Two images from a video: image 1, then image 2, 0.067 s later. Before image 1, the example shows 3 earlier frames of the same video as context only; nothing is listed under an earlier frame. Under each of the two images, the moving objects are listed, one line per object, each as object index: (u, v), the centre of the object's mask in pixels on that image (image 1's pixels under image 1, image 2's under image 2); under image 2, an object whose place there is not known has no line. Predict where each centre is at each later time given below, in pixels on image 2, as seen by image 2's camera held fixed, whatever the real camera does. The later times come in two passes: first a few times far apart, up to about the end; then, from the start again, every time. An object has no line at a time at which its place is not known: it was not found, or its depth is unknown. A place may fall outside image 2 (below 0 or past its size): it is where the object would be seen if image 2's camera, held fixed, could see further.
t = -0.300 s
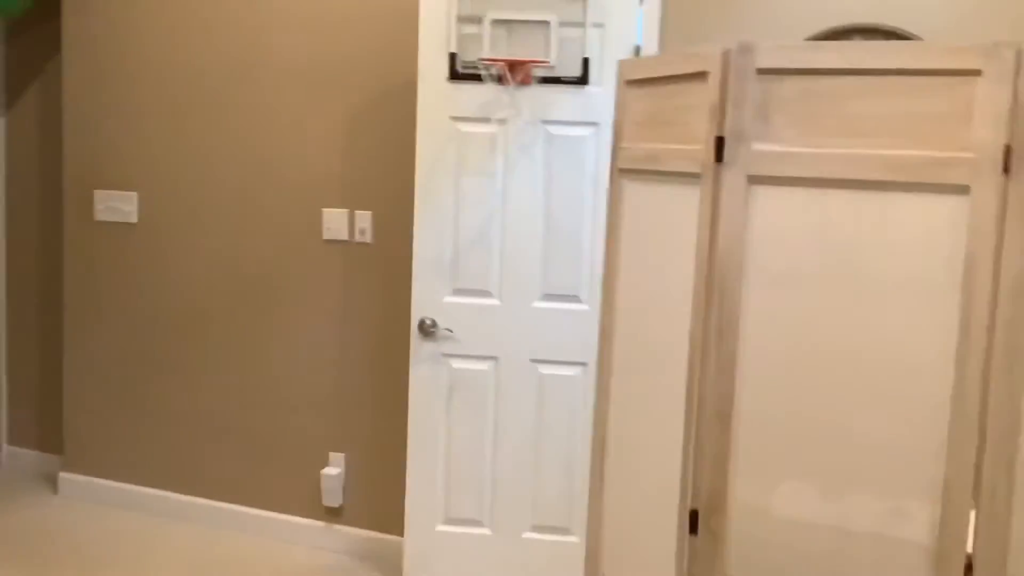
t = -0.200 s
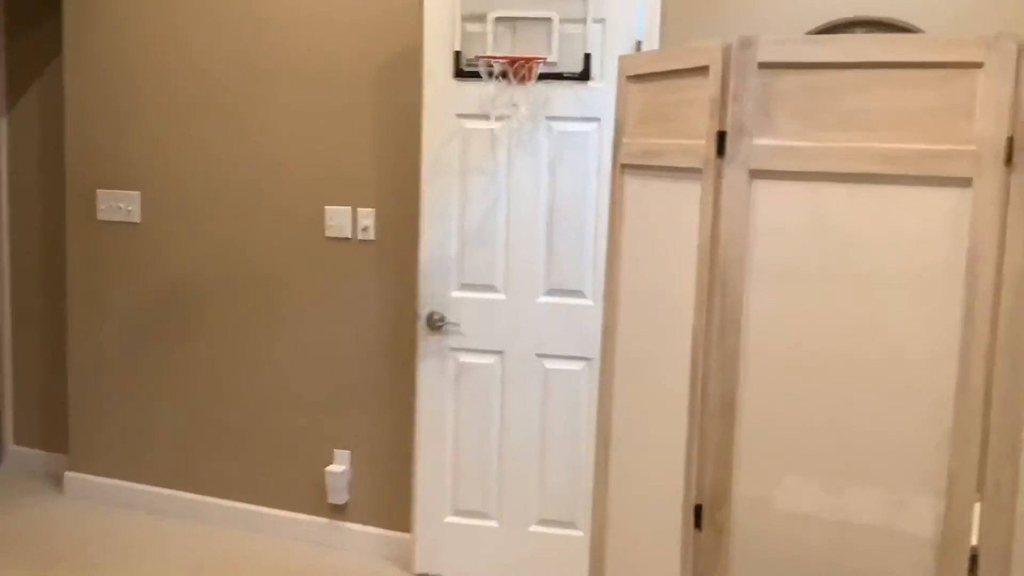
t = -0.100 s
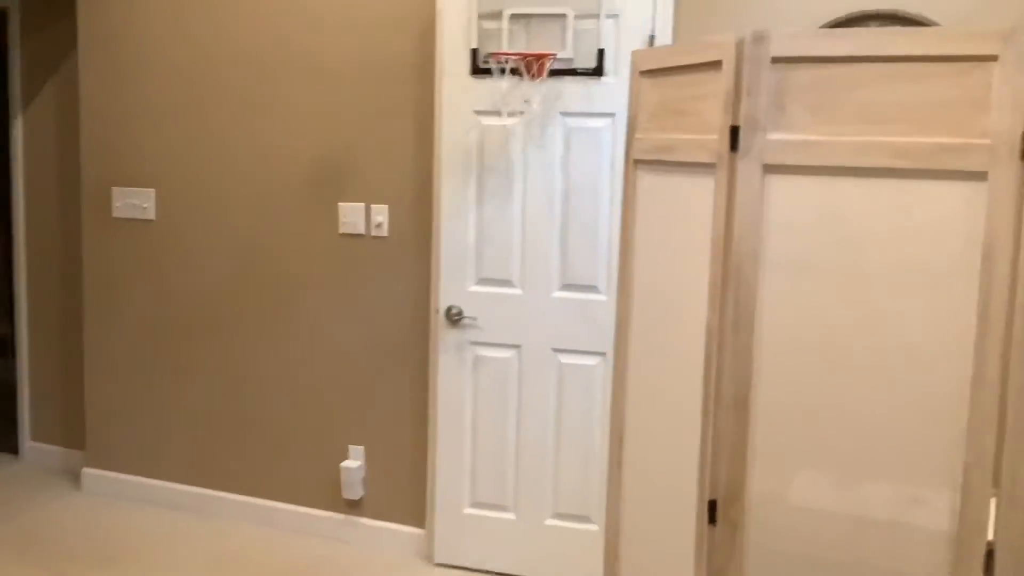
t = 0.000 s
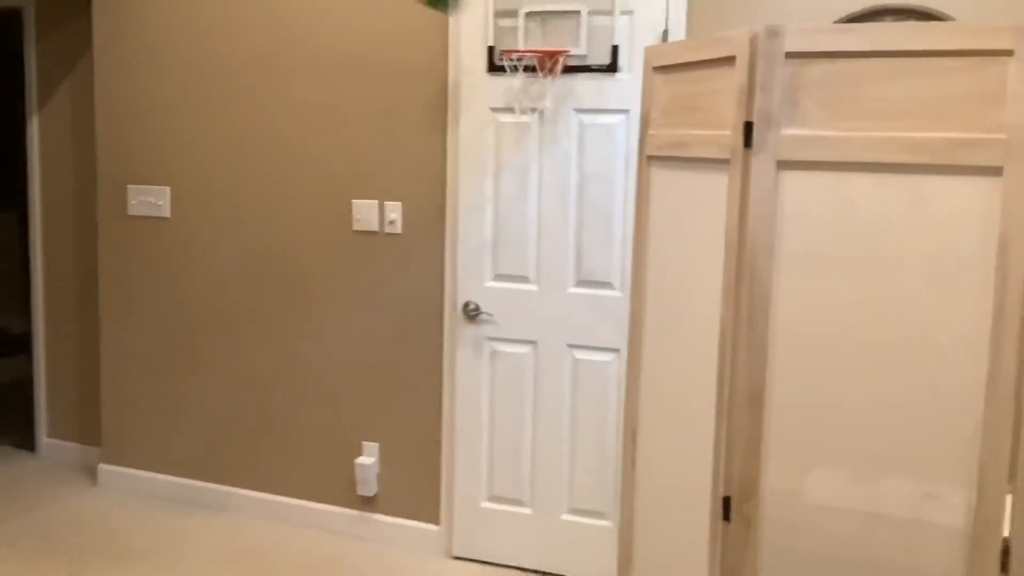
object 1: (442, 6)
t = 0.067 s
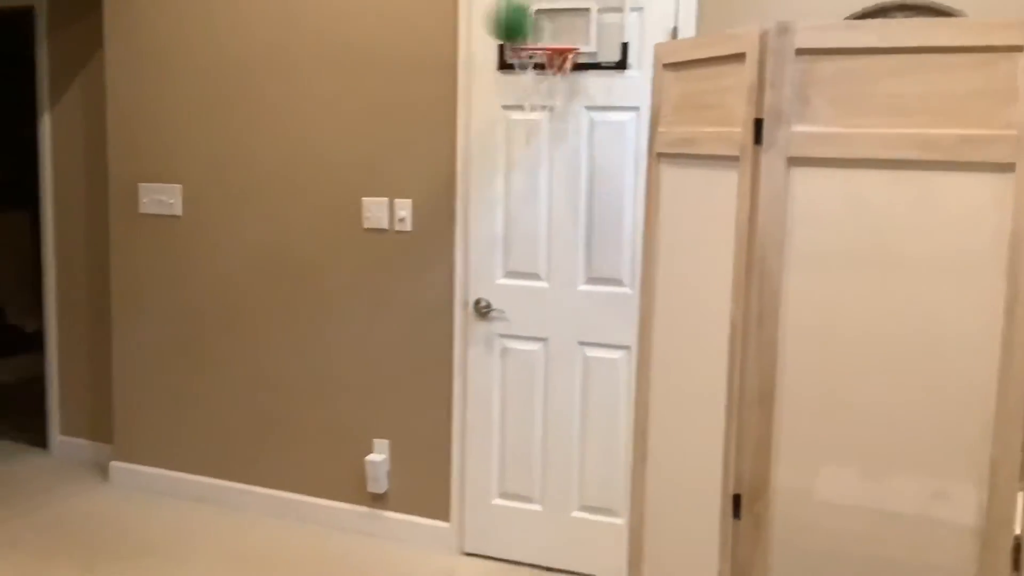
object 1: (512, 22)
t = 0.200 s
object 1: (539, 31)
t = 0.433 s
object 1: (460, 48)
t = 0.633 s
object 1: (390, 198)
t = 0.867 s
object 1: (307, 543)
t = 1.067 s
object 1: (284, 434)
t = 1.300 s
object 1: (261, 332)
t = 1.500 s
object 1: (243, 381)
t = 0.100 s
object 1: (543, 36)
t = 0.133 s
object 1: (558, 45)
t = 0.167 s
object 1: (550, 33)
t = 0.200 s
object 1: (539, 31)
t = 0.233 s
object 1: (528, 26)
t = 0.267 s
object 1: (517, 25)
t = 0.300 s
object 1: (506, 24)
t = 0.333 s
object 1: (494, 25)
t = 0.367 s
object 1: (483, 28)
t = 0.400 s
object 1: (471, 35)
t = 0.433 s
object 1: (460, 48)
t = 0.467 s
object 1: (447, 64)
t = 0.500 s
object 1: (436, 84)
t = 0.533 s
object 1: (423, 109)
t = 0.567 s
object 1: (410, 138)
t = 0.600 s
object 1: (401, 167)
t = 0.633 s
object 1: (390, 198)
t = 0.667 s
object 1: (376, 242)
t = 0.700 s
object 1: (365, 283)
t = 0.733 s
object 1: (352, 326)
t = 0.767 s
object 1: (341, 377)
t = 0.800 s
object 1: (331, 429)
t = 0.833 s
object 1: (320, 482)
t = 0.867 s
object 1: (307, 543)
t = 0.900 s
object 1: (296, 591)
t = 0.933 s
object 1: (293, 561)
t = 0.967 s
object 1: (292, 525)
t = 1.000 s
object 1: (291, 491)
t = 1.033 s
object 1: (286, 462)
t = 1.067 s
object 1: (284, 434)
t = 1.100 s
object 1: (281, 410)
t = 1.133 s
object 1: (278, 389)
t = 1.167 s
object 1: (274, 370)
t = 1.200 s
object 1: (271, 356)
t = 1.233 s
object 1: (268, 344)
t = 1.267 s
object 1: (265, 336)
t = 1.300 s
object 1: (261, 332)
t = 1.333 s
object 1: (258, 331)
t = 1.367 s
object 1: (255, 333)
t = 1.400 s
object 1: (251, 340)
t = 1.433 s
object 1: (249, 349)
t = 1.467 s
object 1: (246, 363)
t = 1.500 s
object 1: (243, 381)
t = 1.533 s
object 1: (242, 402)
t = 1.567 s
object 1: (238, 427)
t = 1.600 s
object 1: (233, 457)
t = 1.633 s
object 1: (229, 491)
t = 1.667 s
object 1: (224, 530)
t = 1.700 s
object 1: (222, 571)
